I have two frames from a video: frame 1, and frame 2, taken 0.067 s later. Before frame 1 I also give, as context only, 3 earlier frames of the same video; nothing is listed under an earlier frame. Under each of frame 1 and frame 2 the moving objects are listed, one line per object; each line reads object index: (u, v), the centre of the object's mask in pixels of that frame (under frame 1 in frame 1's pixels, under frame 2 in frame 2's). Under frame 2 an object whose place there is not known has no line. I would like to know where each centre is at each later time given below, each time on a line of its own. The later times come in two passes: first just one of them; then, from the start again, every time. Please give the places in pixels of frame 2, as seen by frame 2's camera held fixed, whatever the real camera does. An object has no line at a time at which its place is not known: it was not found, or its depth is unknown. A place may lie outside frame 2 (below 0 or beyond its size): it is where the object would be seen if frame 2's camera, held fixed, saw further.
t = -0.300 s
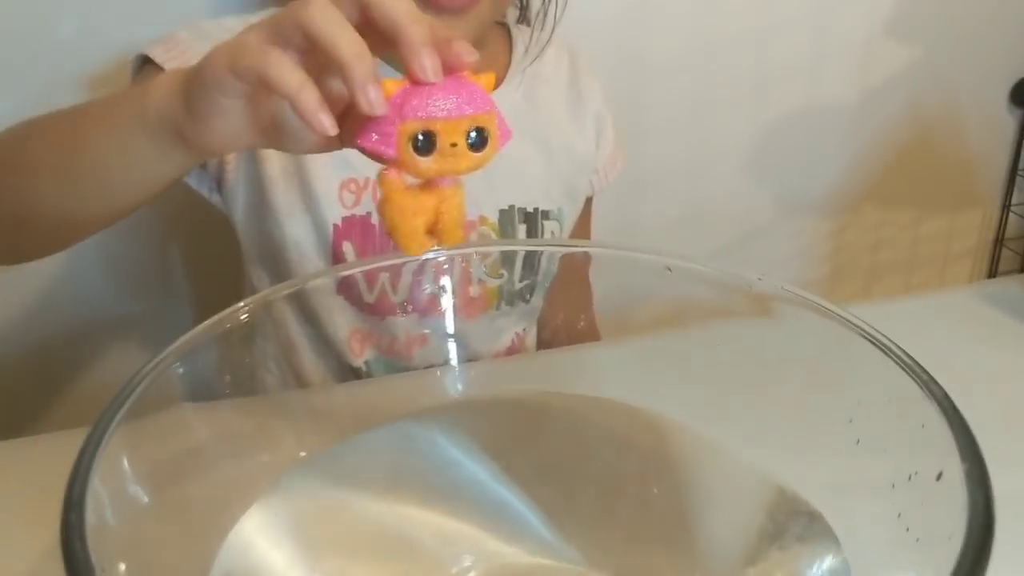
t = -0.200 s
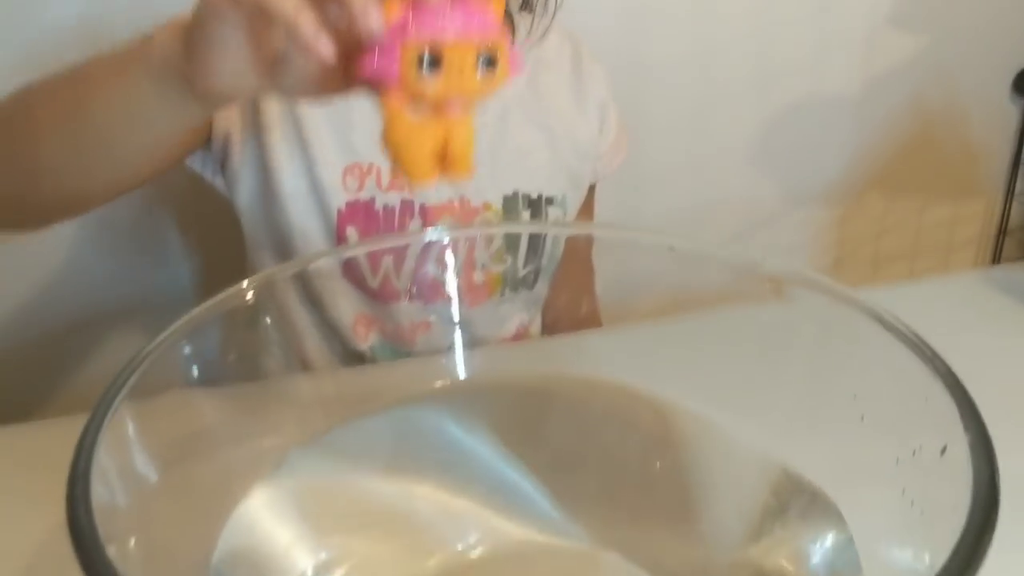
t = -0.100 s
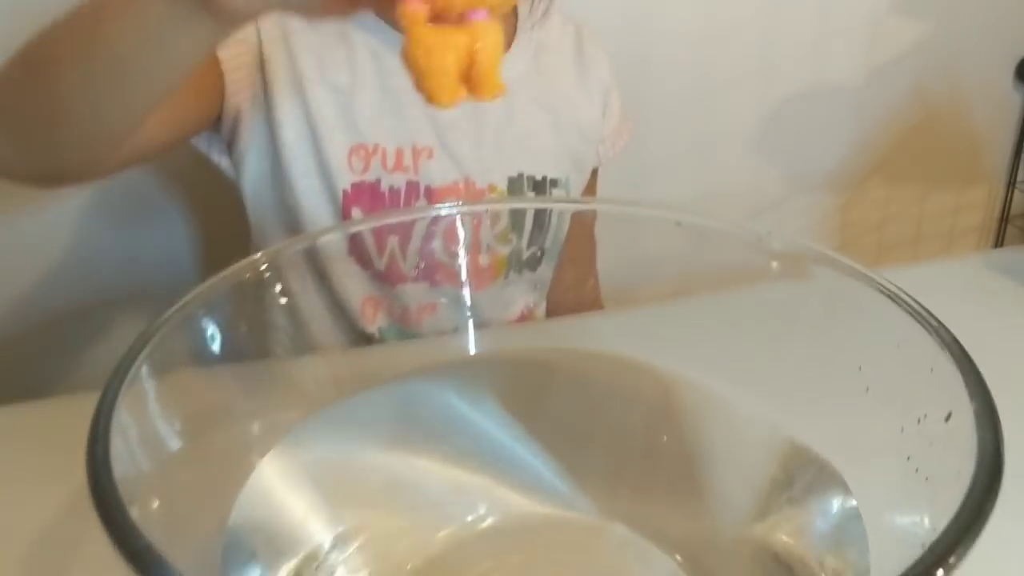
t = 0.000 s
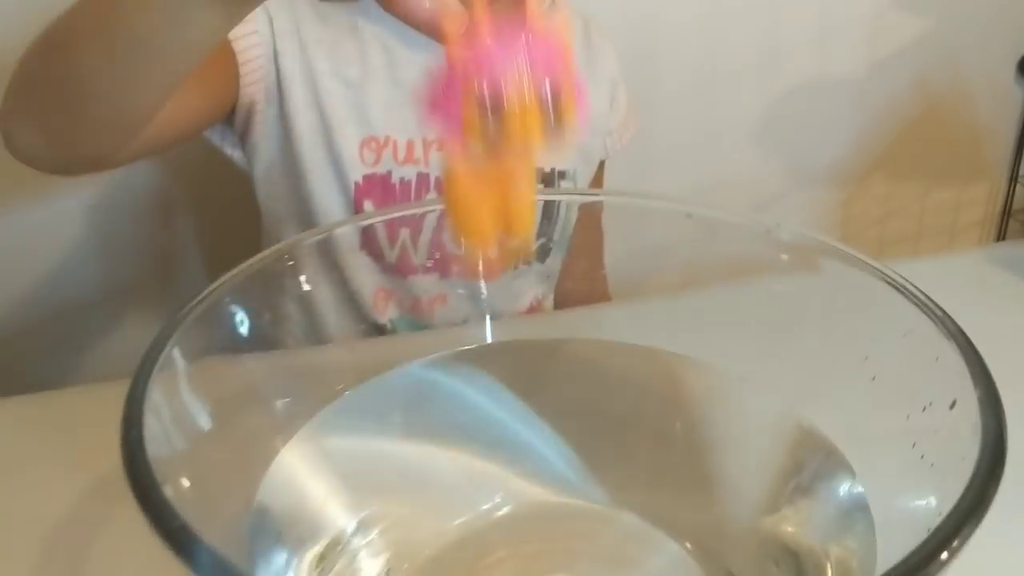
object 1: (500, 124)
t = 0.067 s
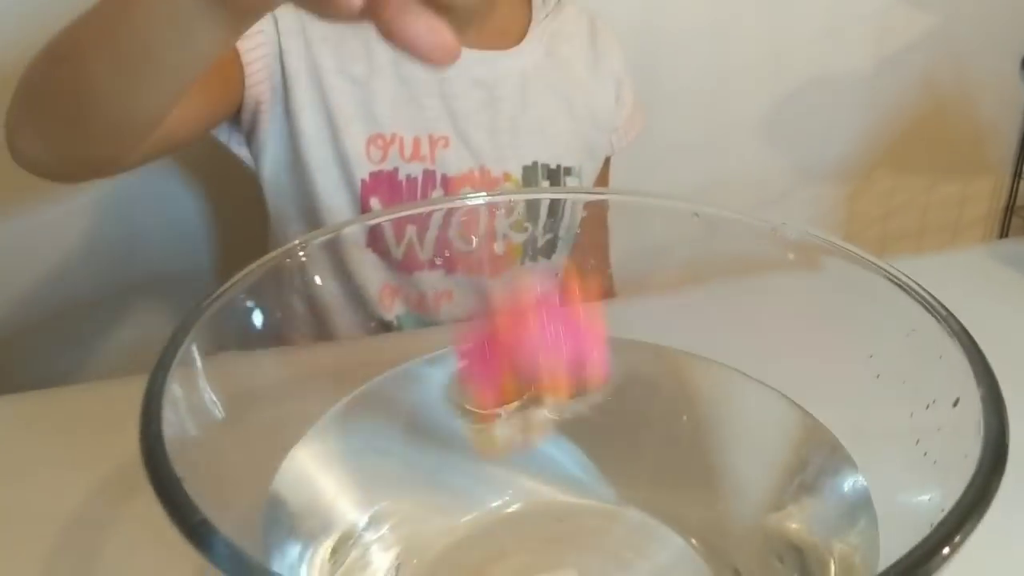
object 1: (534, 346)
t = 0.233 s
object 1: (541, 437)
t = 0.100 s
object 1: (523, 423)
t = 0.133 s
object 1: (526, 450)
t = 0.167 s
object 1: (535, 458)
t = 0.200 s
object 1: (540, 439)
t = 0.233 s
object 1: (541, 437)
